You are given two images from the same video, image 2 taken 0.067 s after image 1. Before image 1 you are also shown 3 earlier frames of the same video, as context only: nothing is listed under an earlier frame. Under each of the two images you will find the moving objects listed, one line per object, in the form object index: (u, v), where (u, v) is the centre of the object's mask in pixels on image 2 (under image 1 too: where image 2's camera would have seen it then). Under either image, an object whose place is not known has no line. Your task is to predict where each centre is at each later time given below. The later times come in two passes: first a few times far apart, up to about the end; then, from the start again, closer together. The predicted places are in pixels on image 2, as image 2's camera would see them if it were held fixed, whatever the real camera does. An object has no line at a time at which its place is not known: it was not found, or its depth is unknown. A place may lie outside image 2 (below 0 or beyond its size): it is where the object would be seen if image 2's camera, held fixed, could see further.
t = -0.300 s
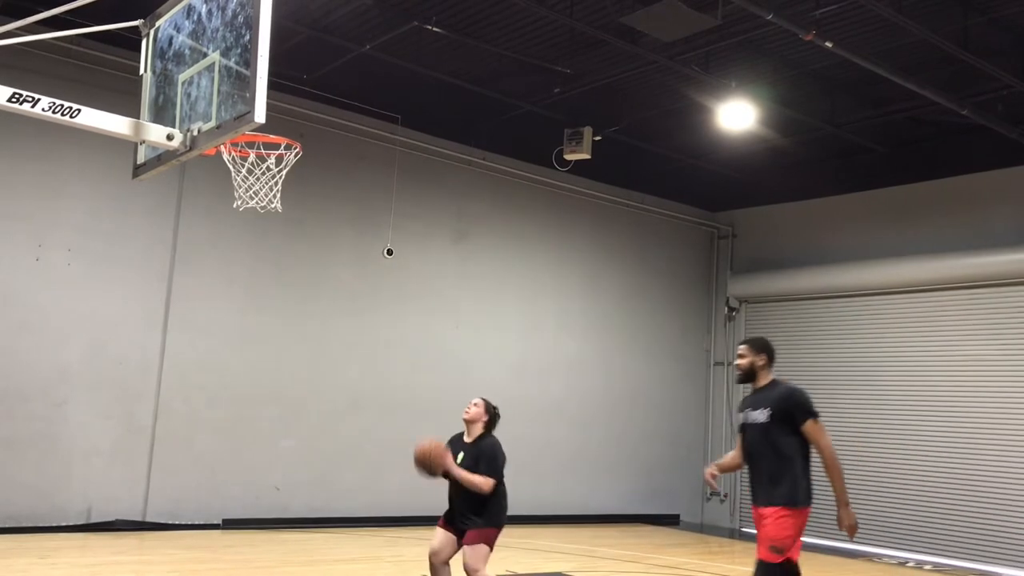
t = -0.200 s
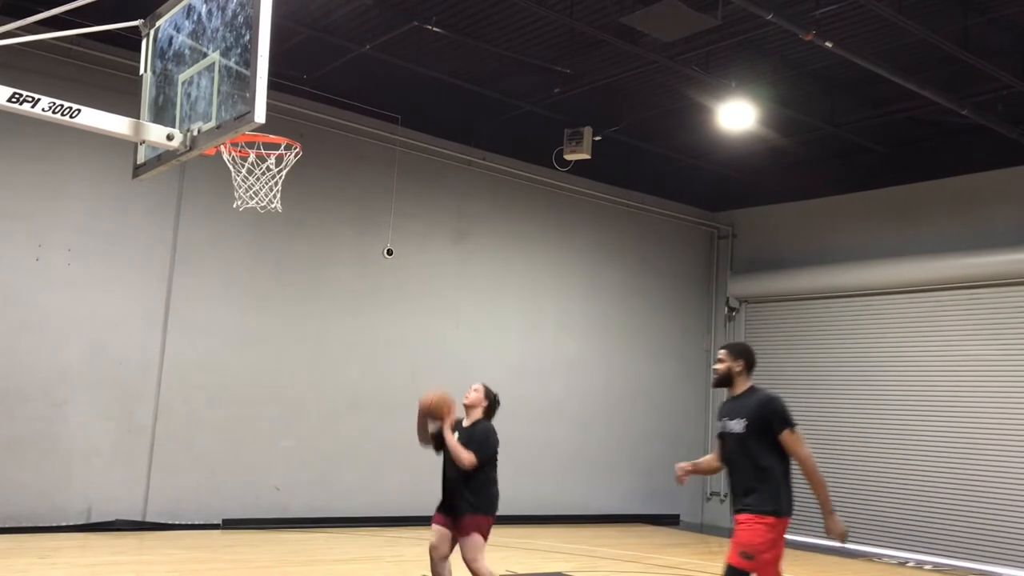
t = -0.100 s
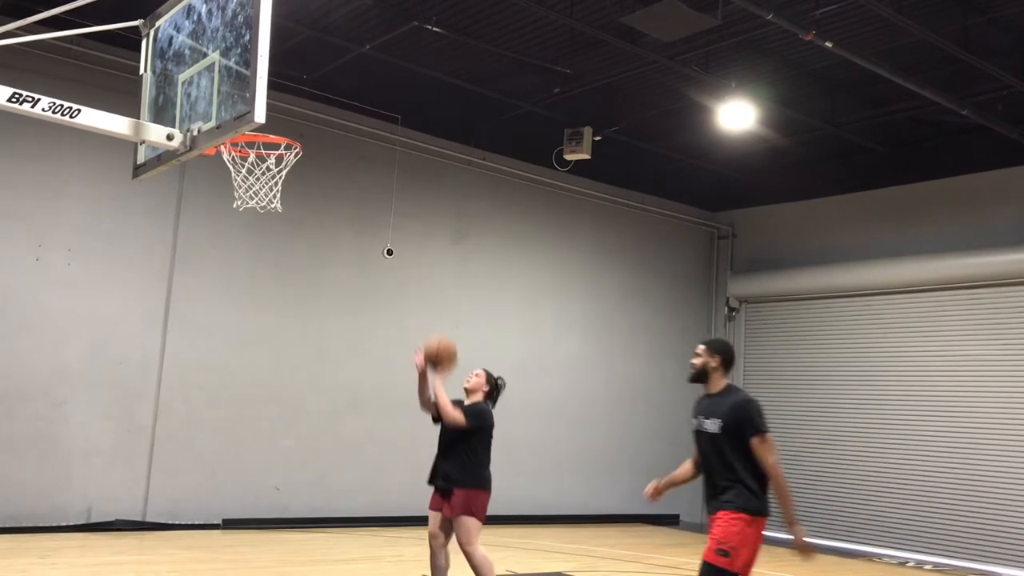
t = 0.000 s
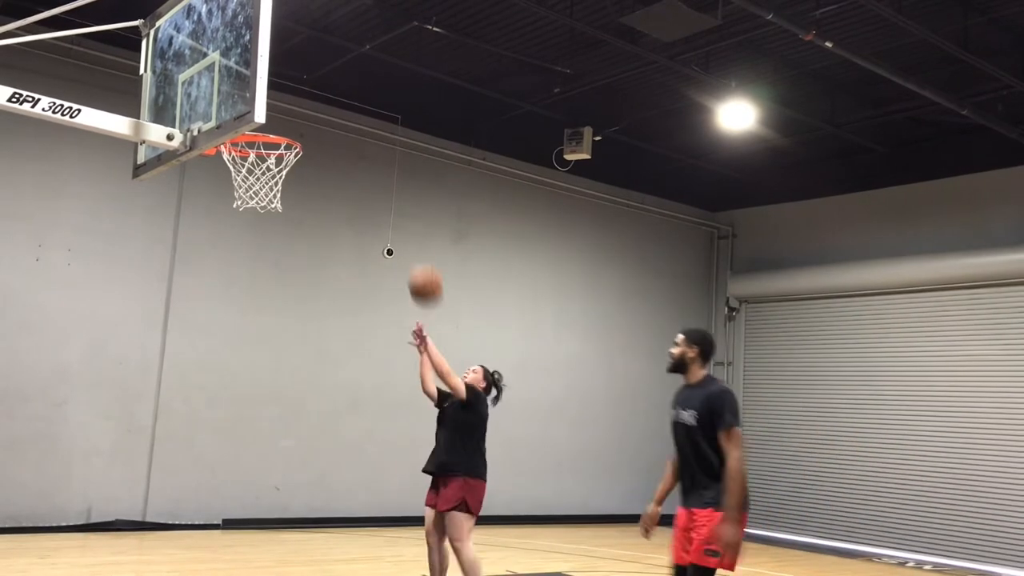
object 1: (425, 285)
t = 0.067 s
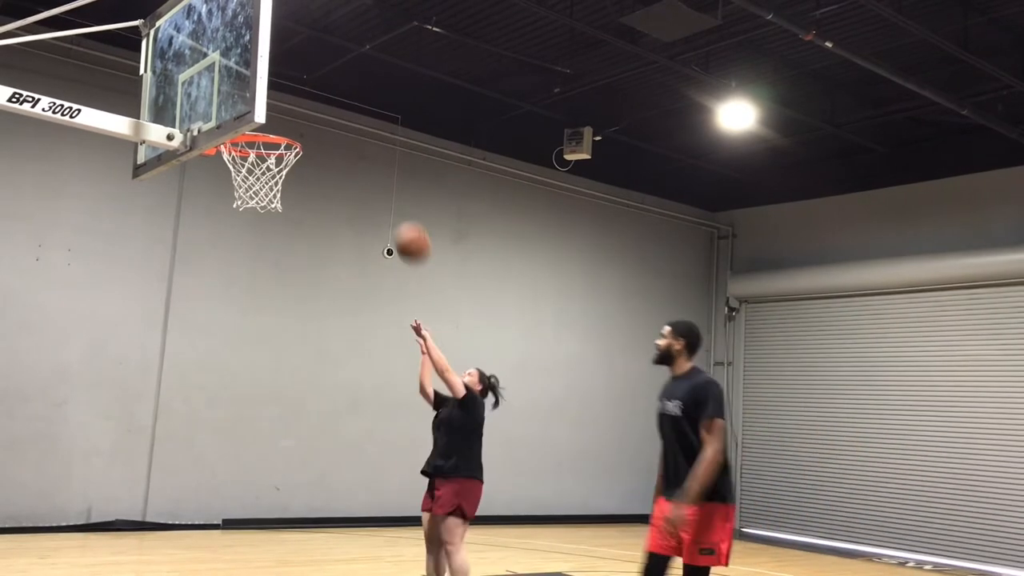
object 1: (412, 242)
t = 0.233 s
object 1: (376, 160)
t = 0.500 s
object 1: (308, 103)
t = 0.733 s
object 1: (262, 128)
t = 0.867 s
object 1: (260, 161)
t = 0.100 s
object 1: (405, 223)
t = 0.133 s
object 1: (398, 205)
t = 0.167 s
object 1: (391, 188)
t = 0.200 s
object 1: (384, 173)
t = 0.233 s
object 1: (376, 160)
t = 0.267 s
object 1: (368, 147)
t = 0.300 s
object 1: (360, 136)
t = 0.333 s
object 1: (352, 128)
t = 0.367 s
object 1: (344, 120)
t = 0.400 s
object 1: (335, 113)
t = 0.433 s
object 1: (326, 109)
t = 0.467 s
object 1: (317, 105)
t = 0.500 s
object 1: (308, 103)
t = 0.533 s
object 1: (298, 104)
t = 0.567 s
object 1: (288, 105)
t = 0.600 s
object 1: (282, 108)
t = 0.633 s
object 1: (276, 111)
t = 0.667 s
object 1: (269, 121)
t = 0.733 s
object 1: (262, 128)
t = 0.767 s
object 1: (263, 144)
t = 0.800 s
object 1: (276, 151)
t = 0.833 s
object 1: (267, 157)
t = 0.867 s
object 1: (260, 161)
